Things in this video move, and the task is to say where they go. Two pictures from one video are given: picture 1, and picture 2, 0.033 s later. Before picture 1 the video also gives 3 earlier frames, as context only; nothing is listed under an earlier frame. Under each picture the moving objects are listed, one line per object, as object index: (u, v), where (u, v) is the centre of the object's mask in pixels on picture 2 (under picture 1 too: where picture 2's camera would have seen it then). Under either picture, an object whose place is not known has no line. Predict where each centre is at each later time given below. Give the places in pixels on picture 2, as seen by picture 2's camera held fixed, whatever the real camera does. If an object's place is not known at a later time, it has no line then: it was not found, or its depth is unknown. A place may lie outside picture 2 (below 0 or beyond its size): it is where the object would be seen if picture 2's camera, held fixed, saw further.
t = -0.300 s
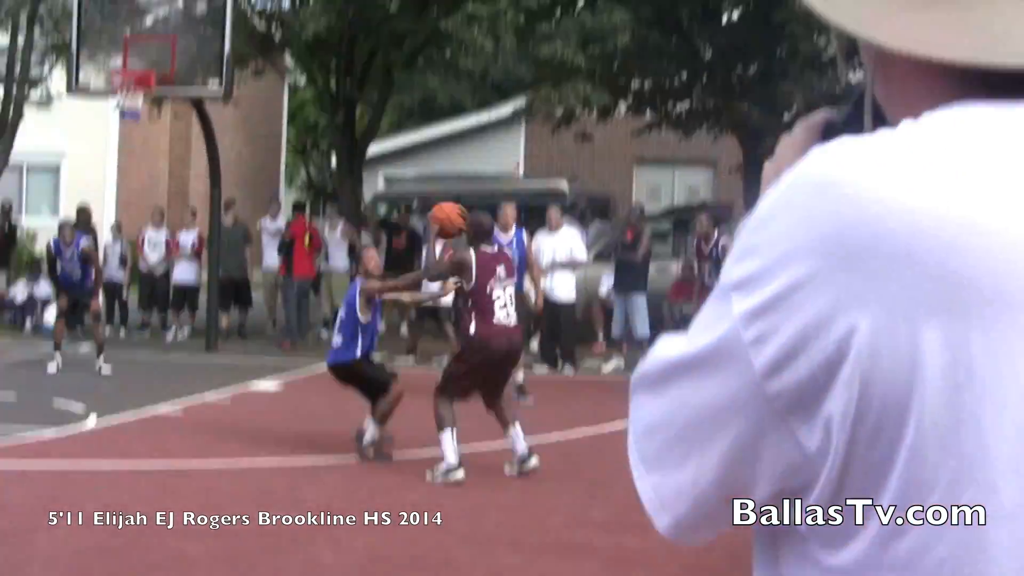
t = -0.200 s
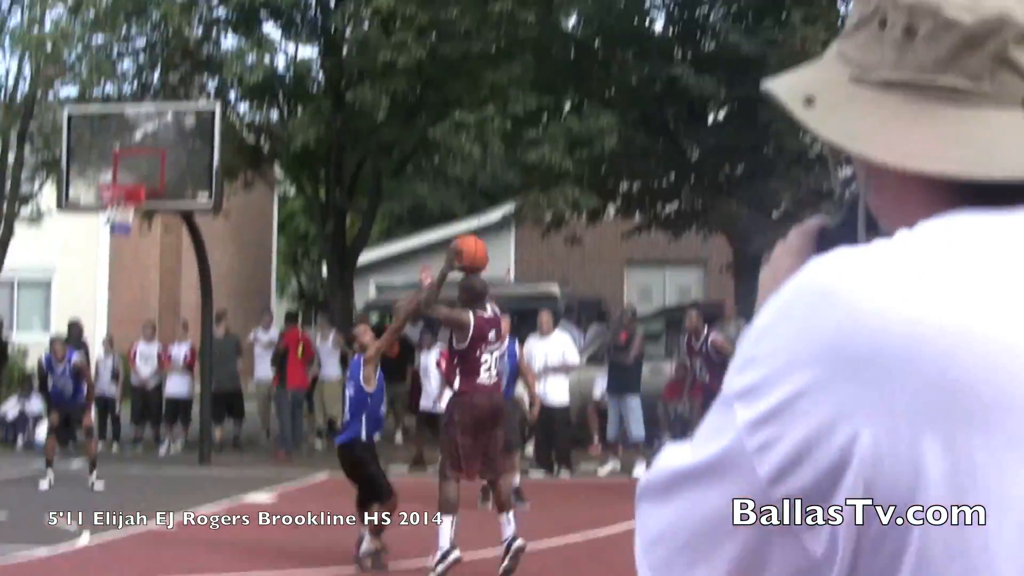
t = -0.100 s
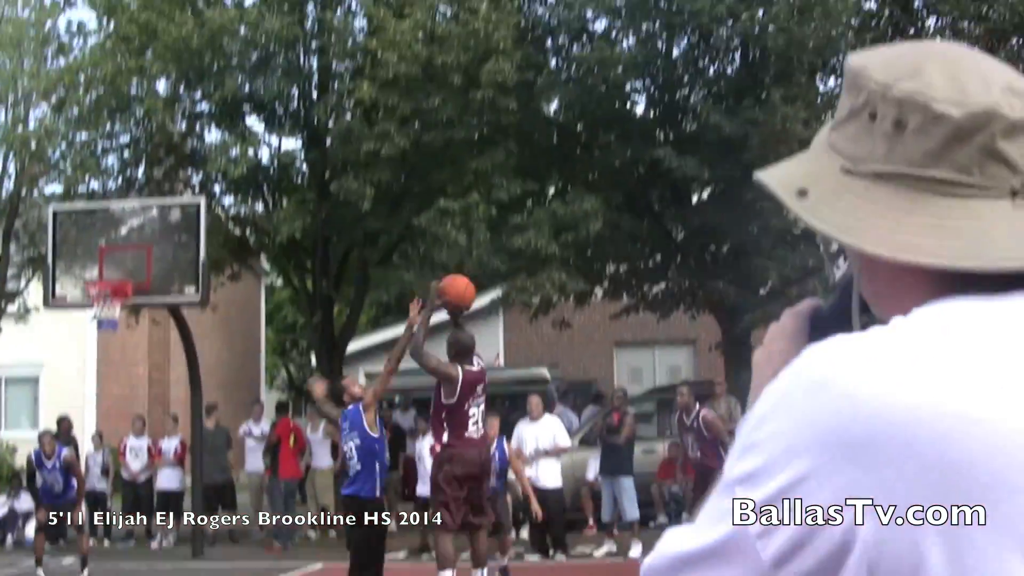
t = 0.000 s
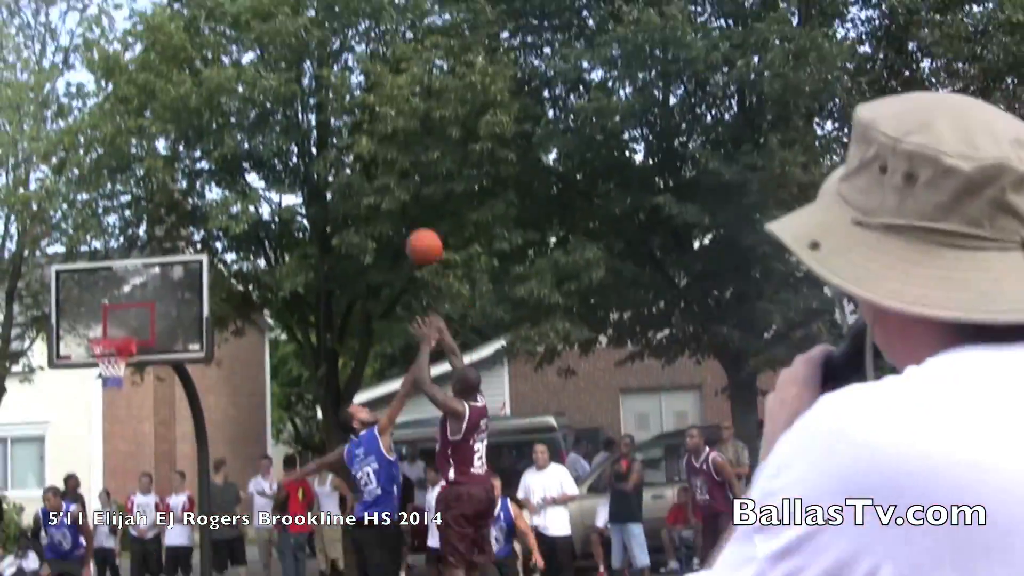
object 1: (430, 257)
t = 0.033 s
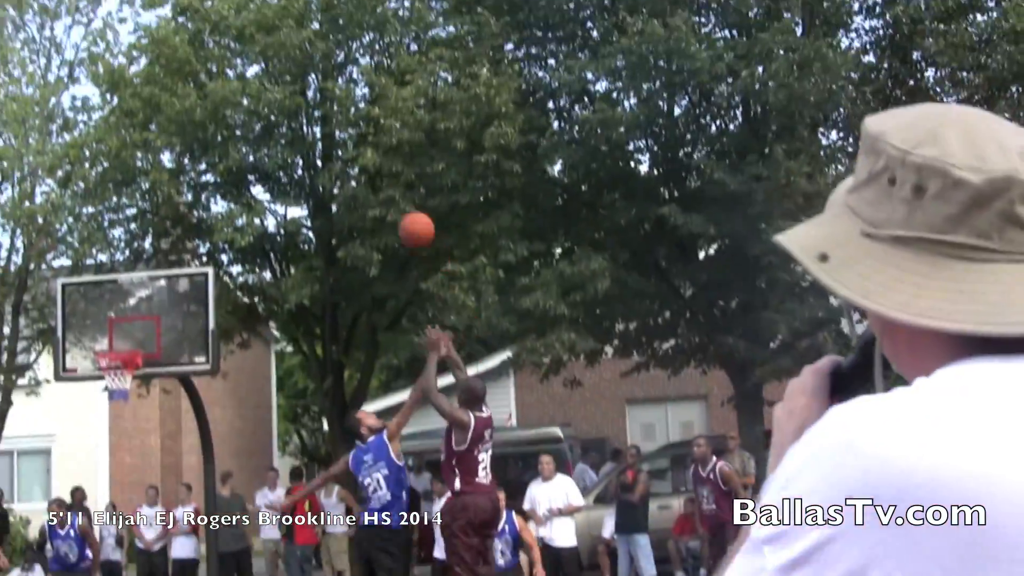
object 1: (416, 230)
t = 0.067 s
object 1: (405, 203)
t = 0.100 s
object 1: (391, 180)
